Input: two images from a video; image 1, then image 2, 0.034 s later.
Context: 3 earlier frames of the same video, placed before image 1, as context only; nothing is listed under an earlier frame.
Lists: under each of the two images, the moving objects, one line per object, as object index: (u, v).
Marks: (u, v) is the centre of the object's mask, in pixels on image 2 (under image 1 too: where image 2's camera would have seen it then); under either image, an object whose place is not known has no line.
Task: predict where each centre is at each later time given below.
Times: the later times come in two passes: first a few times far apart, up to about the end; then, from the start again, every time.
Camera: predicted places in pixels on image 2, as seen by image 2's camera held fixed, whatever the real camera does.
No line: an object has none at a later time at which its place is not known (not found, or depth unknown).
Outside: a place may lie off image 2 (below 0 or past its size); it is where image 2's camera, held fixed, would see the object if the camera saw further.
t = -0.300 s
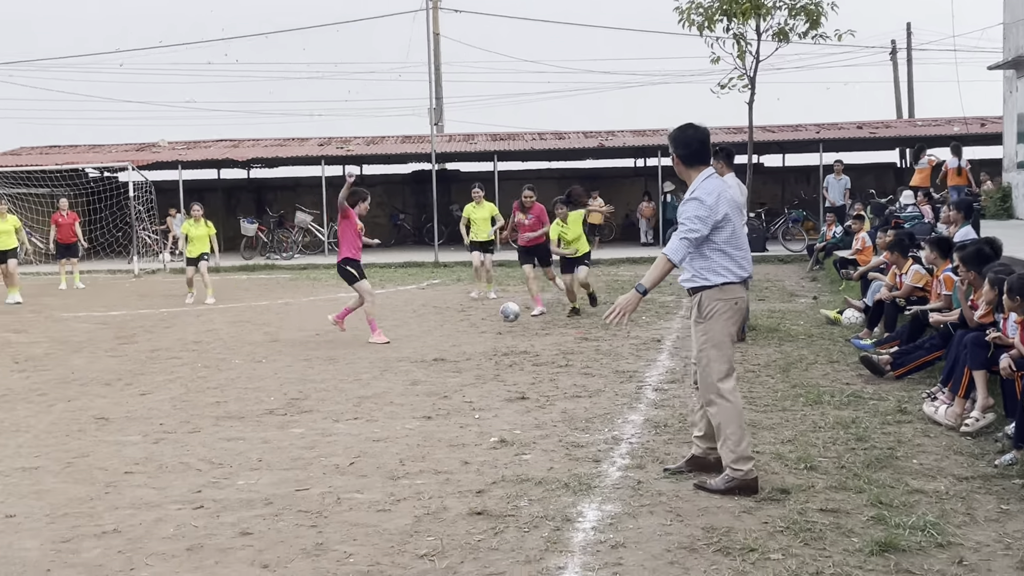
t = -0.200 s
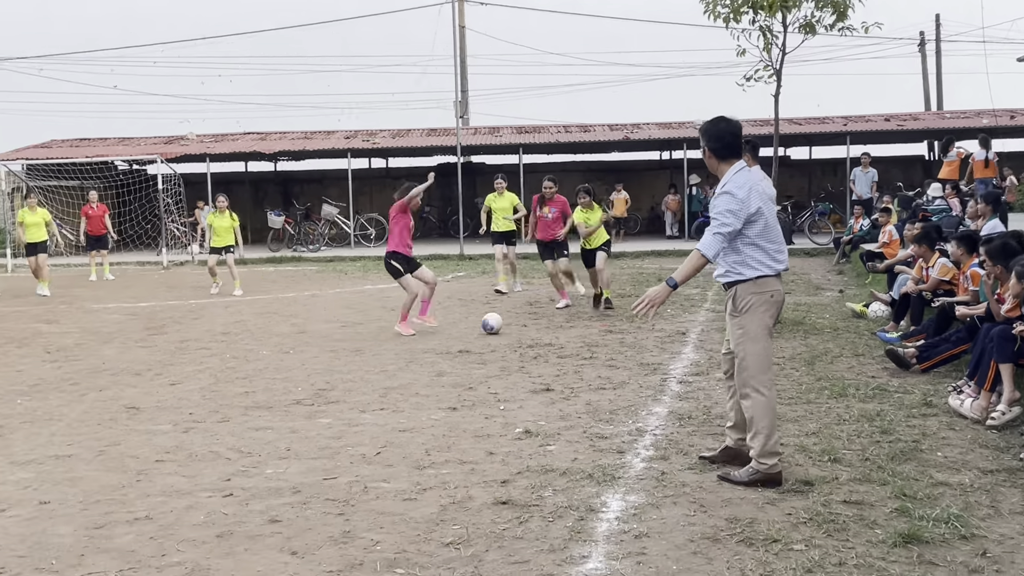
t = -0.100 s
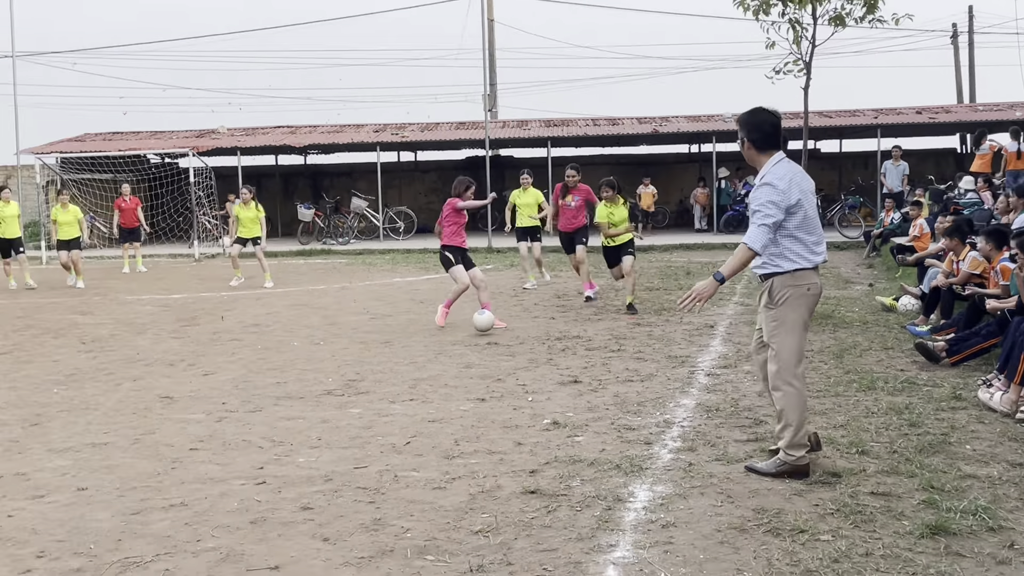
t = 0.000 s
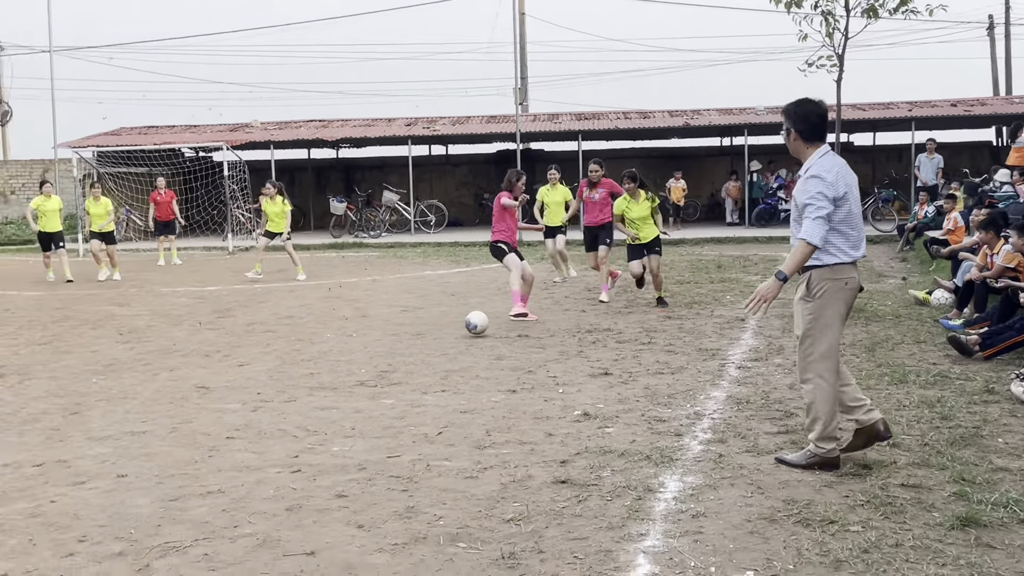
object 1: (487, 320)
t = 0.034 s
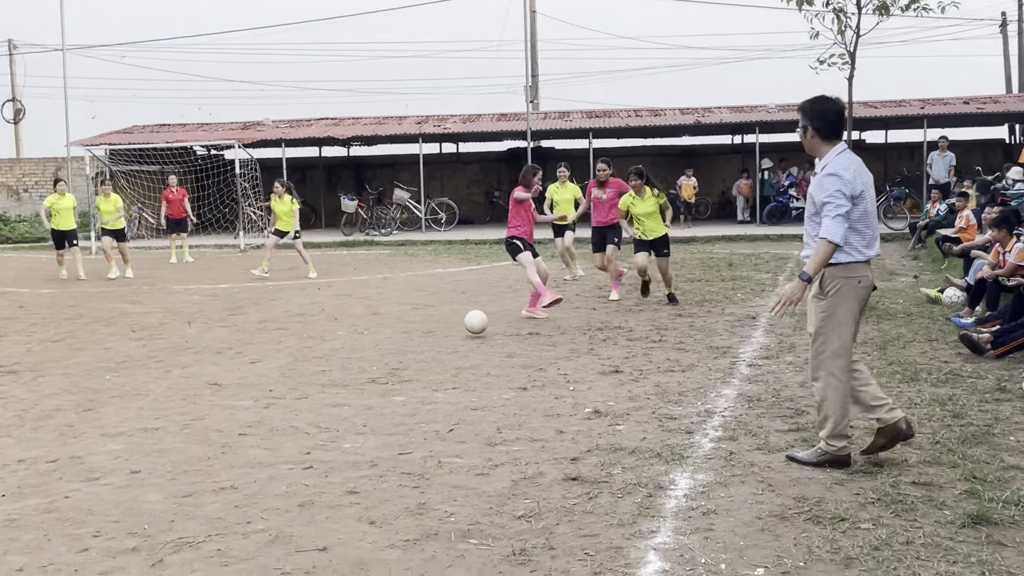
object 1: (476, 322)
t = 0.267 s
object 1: (398, 345)
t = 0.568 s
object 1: (282, 377)
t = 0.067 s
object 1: (464, 326)
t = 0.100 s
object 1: (452, 331)
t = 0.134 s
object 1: (441, 334)
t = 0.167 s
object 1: (431, 334)
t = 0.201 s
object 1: (420, 337)
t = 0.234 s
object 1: (409, 341)
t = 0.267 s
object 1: (398, 345)
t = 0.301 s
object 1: (387, 347)
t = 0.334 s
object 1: (375, 351)
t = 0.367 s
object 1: (363, 355)
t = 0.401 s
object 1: (351, 357)
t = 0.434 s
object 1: (338, 360)
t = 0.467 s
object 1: (325, 365)
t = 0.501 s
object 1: (311, 369)
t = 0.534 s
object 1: (297, 373)
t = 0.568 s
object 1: (282, 377)
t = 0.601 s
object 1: (267, 383)
